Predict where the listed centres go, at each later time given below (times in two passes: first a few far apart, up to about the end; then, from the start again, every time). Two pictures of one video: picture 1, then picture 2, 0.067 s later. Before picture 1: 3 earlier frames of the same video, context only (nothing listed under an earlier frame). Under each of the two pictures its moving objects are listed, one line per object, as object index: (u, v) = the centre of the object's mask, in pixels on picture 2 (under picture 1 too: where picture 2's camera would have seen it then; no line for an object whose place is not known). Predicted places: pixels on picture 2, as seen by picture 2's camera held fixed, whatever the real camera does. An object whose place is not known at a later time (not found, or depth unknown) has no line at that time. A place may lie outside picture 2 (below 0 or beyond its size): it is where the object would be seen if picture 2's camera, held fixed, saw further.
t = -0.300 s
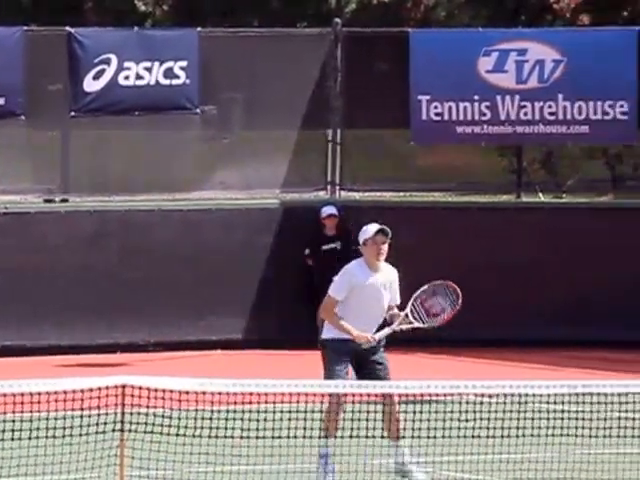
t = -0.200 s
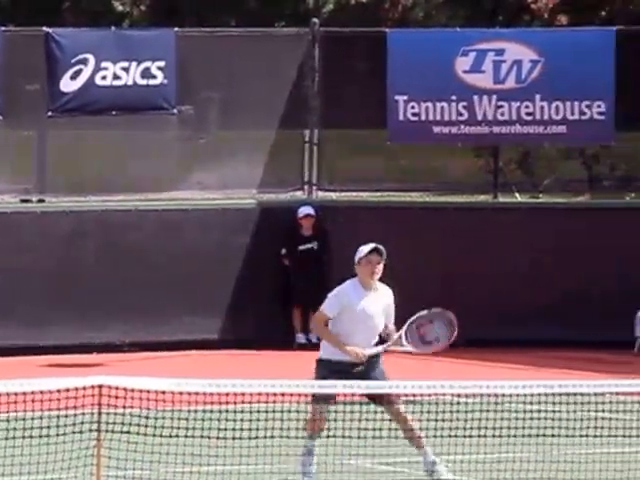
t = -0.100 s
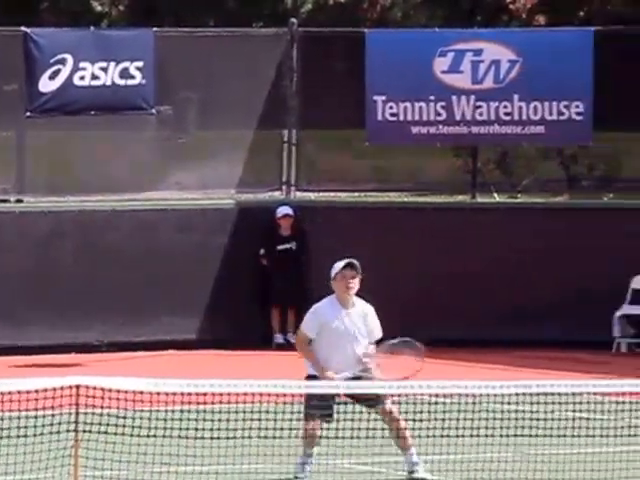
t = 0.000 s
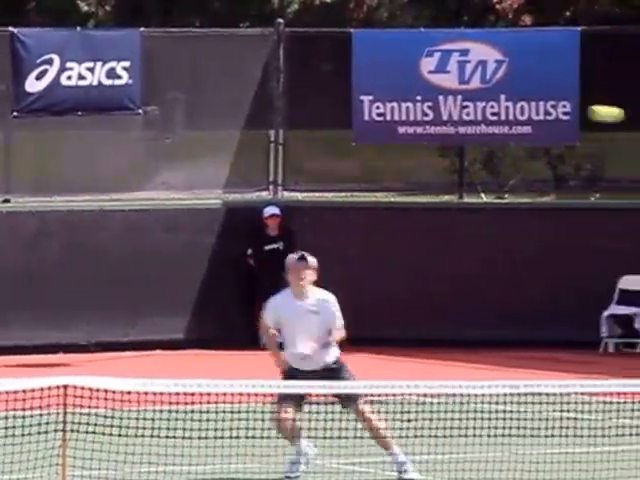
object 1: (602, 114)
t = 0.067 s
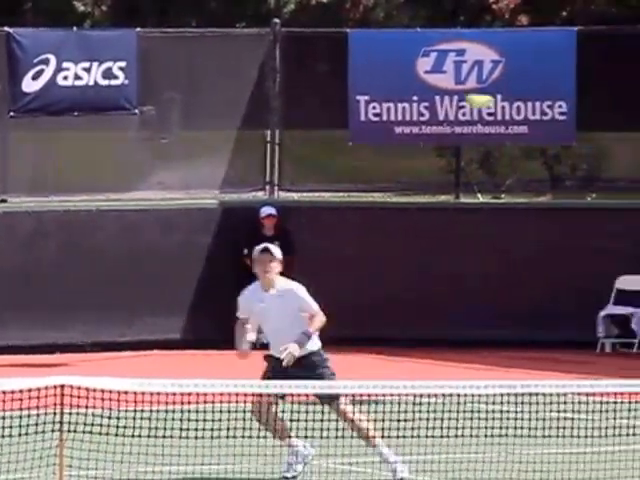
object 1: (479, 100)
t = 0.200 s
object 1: (269, 100)
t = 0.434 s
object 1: (-17, 153)
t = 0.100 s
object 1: (422, 98)
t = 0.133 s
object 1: (369, 97)
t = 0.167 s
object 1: (317, 98)
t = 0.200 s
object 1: (269, 100)
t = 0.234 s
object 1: (223, 103)
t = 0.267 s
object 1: (178, 108)
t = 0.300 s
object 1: (136, 115)
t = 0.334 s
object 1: (95, 123)
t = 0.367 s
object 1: (56, 132)
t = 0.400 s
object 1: (18, 142)
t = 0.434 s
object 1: (-17, 153)
